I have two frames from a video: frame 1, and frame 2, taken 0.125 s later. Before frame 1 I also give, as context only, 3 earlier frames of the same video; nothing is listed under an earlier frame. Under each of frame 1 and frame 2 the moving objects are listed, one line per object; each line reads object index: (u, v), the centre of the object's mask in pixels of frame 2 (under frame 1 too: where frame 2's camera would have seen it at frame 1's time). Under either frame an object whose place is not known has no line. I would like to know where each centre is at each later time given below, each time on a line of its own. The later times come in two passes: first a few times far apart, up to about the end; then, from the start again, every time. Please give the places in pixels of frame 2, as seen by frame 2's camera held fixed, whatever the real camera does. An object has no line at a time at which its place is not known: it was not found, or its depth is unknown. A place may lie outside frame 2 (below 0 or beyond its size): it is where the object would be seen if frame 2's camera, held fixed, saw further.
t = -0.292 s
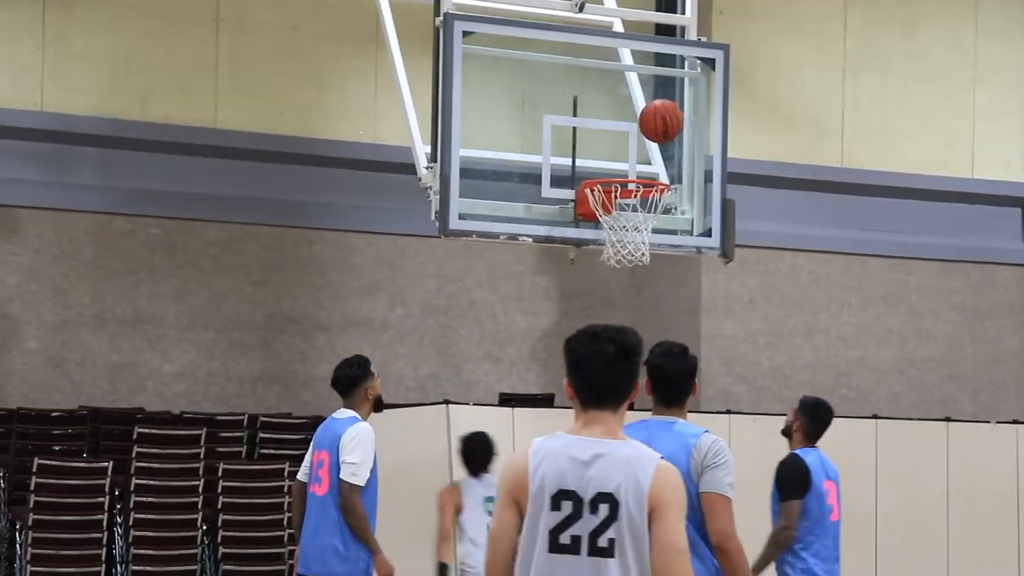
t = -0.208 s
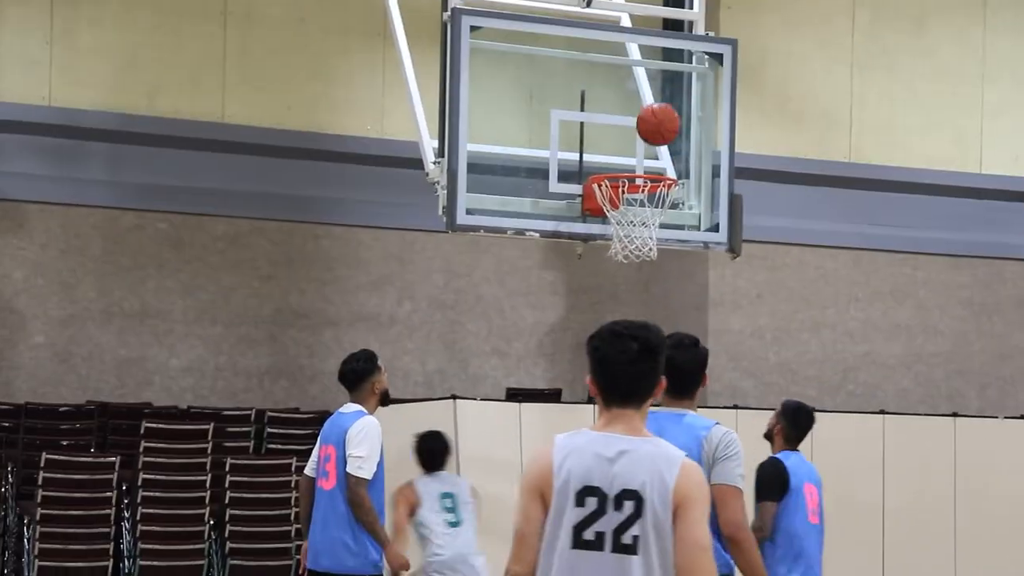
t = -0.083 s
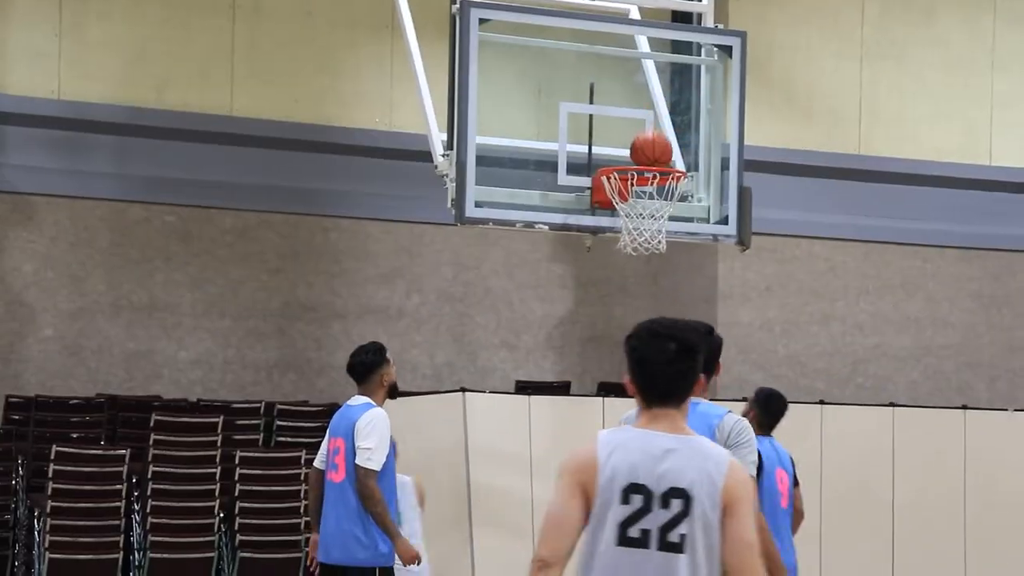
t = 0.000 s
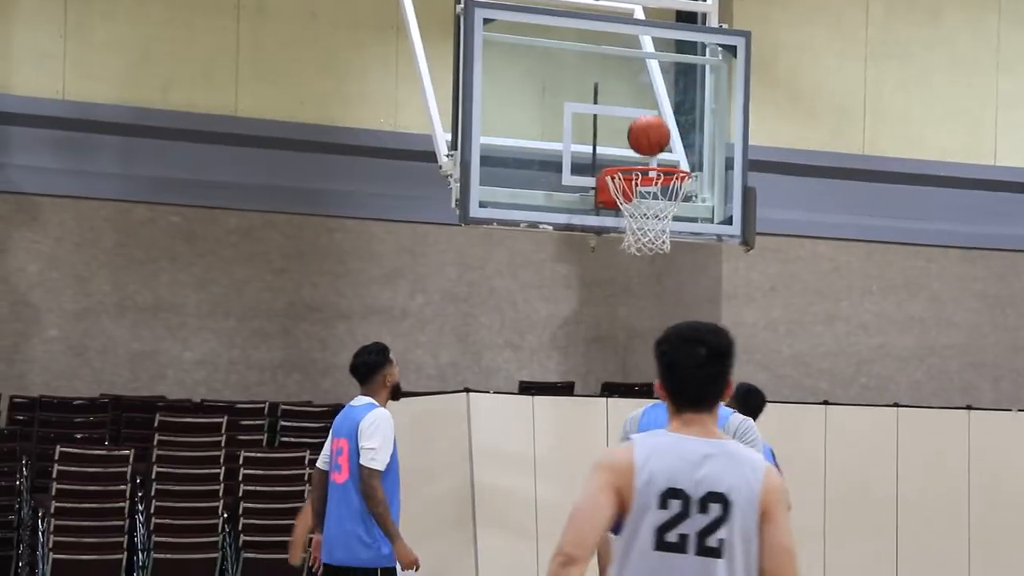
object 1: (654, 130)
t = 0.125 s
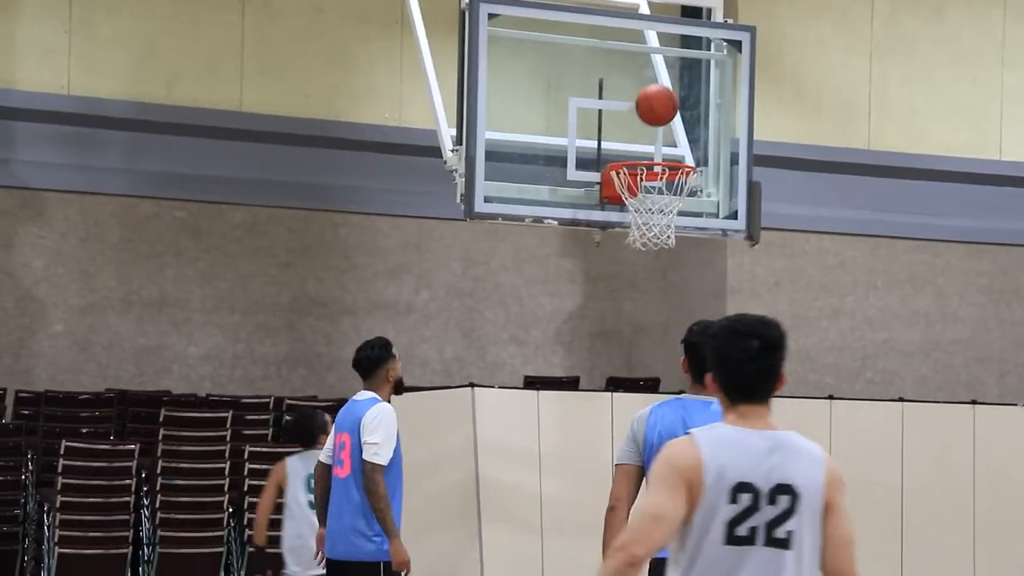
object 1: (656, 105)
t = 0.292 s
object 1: (668, 110)
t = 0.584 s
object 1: (633, 151)
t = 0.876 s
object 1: (657, 177)
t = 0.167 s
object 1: (660, 102)
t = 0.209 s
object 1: (663, 101)
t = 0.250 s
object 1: (666, 105)
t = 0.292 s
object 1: (668, 110)
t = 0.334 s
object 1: (672, 119)
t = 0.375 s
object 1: (675, 131)
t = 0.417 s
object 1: (678, 145)
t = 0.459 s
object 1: (673, 148)
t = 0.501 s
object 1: (660, 148)
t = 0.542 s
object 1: (647, 148)
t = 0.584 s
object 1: (633, 151)
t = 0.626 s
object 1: (632, 151)
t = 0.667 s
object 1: (642, 149)
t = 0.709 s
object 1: (651, 151)
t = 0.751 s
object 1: (662, 154)
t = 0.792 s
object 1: (663, 170)
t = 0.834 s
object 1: (660, 169)
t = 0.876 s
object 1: (657, 177)
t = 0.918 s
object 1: (654, 184)
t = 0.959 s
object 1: (649, 188)
